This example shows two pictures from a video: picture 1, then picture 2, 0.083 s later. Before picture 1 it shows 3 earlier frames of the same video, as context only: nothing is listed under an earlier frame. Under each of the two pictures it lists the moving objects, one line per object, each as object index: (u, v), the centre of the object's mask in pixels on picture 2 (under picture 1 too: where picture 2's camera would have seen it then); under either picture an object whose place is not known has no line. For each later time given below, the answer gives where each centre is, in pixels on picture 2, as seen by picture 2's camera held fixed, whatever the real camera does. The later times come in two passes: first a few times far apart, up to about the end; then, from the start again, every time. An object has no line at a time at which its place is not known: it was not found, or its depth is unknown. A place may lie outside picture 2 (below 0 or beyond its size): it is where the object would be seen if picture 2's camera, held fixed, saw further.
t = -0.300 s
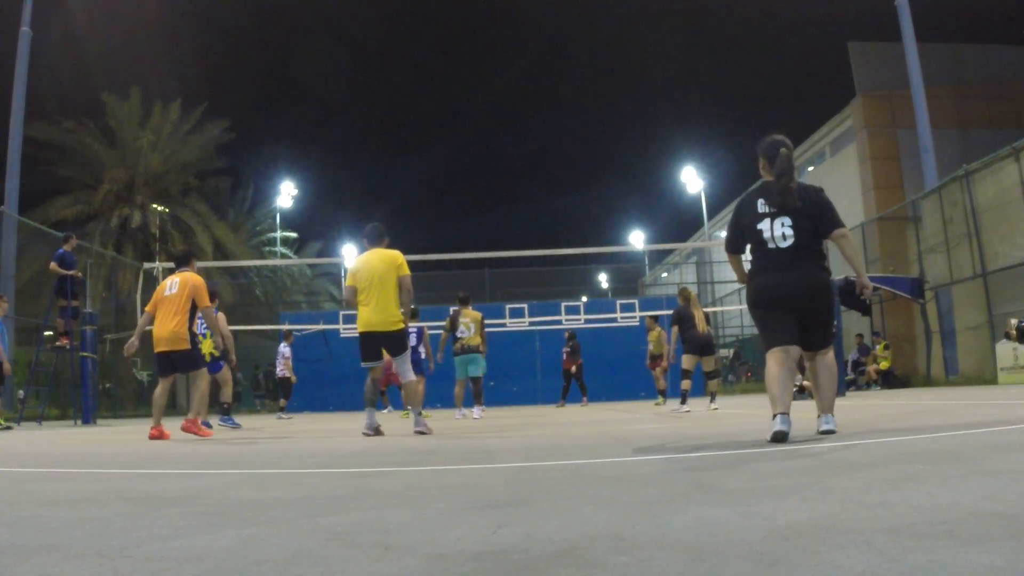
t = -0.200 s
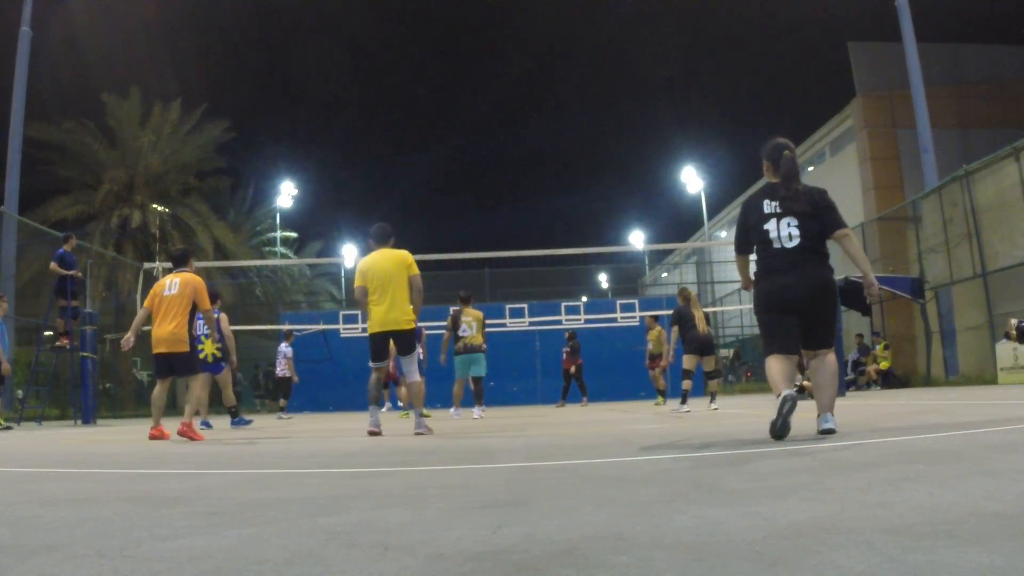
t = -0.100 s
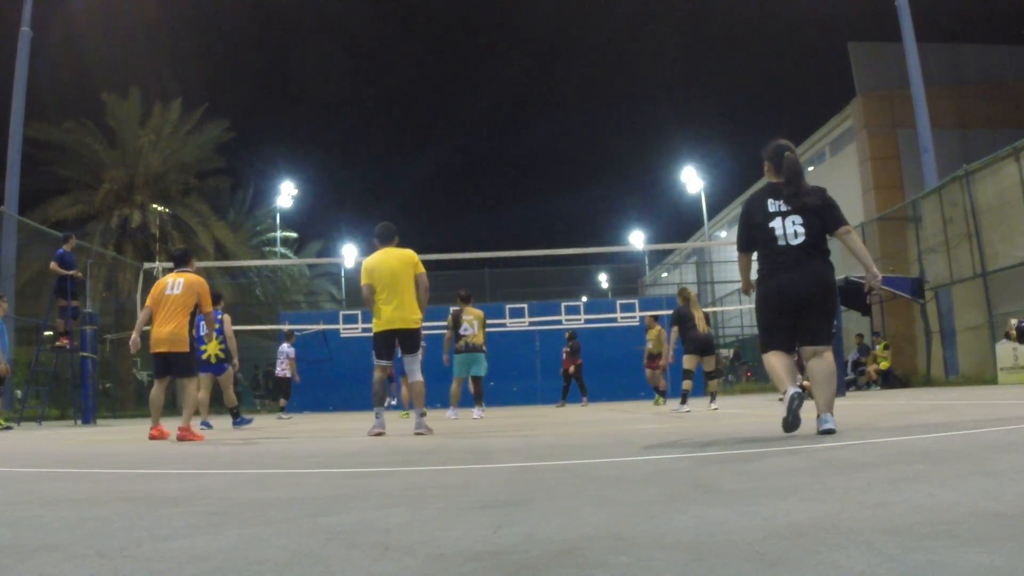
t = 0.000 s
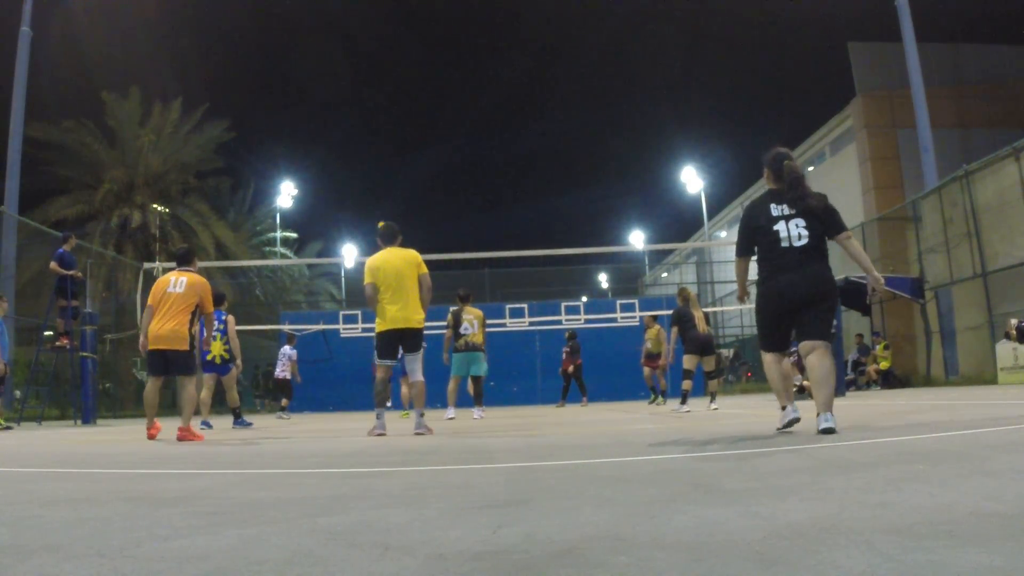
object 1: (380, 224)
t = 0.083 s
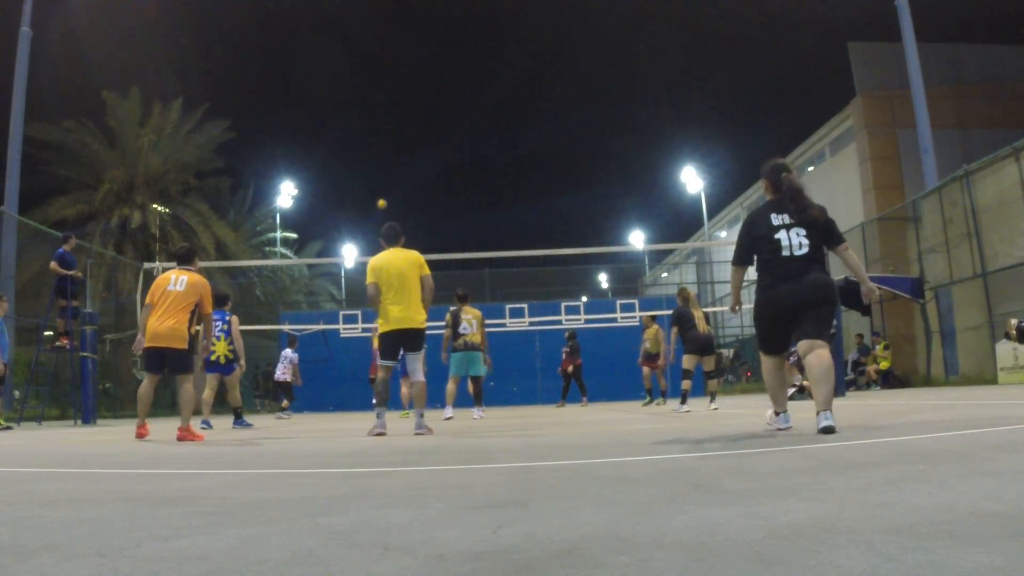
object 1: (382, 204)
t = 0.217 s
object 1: (381, 174)
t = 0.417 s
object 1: (380, 146)
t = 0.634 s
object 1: (380, 134)
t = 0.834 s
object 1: (380, 138)
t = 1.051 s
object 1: (380, 160)
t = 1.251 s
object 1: (381, 195)
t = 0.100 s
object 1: (381, 200)
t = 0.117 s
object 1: (381, 196)
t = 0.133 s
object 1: (381, 192)
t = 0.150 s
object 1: (381, 188)
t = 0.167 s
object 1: (381, 184)
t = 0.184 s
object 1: (381, 181)
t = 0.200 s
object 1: (381, 178)
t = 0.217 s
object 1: (381, 174)
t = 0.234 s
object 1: (381, 171)
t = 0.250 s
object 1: (381, 168)
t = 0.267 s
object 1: (381, 166)
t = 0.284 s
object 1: (381, 163)
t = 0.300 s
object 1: (381, 160)
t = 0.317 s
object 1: (381, 158)
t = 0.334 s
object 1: (380, 155)
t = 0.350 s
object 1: (380, 153)
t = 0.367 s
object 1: (380, 151)
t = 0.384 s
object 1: (380, 149)
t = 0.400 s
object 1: (380, 147)
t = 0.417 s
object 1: (380, 146)
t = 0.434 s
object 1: (380, 144)
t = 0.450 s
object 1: (380, 143)
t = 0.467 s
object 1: (380, 141)
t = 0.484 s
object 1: (380, 140)
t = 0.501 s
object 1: (380, 139)
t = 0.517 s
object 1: (380, 138)
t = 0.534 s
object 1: (380, 137)
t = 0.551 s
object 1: (380, 136)
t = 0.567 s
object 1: (380, 135)
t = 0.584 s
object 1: (380, 135)
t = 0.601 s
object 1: (380, 134)
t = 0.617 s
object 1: (380, 134)
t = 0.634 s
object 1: (380, 134)
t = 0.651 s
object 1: (380, 133)
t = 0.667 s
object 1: (380, 133)
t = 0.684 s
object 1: (380, 133)
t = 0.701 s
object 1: (380, 133)
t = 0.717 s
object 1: (380, 134)
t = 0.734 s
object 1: (380, 134)
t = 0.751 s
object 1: (380, 134)
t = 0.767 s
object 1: (380, 135)
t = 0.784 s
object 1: (380, 135)
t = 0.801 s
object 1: (380, 136)
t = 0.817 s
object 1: (380, 137)
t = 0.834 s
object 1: (380, 138)
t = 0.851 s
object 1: (380, 139)
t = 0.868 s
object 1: (380, 140)
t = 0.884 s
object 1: (380, 141)
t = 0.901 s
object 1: (380, 143)
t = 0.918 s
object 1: (380, 144)
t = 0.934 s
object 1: (380, 146)
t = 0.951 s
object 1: (380, 148)
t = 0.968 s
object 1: (380, 150)
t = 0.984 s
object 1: (380, 151)
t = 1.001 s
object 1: (380, 153)
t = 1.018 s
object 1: (380, 155)
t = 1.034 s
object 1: (380, 157)
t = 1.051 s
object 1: (380, 160)
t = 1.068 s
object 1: (380, 162)
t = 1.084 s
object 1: (380, 165)
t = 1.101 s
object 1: (380, 167)
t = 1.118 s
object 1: (380, 170)
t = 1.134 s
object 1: (380, 172)
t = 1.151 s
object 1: (380, 175)
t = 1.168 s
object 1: (380, 178)
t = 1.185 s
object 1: (380, 182)
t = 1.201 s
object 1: (380, 185)
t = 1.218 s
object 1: (380, 188)
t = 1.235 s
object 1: (381, 192)
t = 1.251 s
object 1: (381, 195)
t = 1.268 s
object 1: (381, 198)
